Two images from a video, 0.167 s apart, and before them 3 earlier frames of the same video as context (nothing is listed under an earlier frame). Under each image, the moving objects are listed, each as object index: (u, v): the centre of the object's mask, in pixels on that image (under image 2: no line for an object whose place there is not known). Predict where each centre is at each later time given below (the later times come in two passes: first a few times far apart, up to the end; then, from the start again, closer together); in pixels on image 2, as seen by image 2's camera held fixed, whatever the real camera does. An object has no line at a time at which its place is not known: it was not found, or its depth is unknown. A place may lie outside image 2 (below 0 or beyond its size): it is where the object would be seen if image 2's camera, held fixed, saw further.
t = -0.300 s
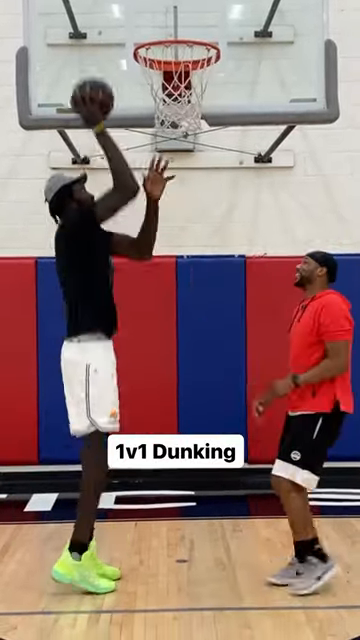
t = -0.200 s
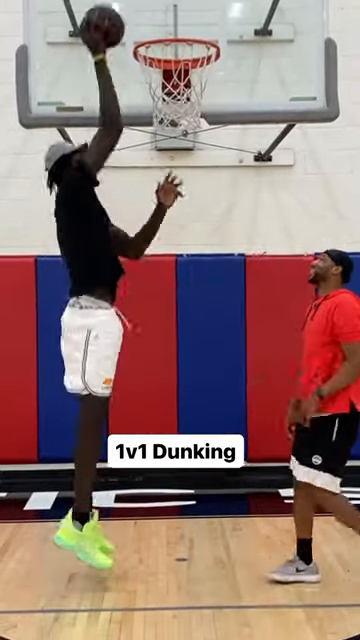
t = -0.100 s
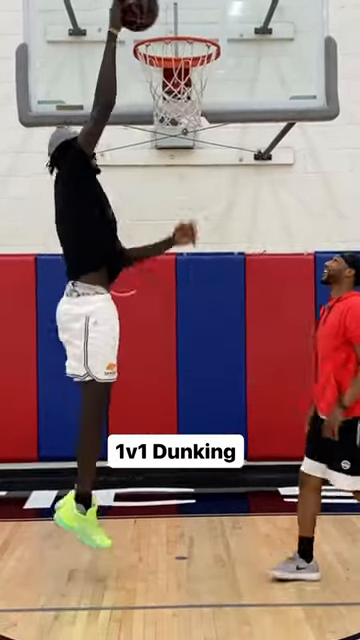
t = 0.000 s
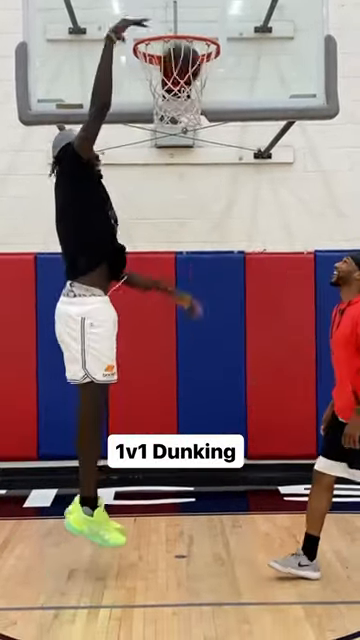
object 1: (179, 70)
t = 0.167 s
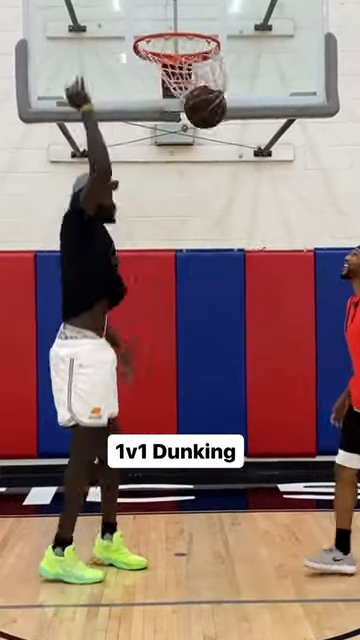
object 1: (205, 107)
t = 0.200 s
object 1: (204, 111)
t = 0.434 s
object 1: (201, 196)
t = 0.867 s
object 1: (196, 526)
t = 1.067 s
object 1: (176, 381)
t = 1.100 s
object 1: (172, 364)
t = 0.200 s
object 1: (204, 111)
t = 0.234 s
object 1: (204, 118)
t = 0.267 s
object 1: (204, 127)
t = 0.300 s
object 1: (203, 137)
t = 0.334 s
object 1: (203, 149)
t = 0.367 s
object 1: (202, 163)
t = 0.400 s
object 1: (202, 179)
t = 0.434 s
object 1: (201, 196)
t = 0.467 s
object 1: (201, 216)
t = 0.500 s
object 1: (200, 236)
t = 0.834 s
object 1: (199, 537)
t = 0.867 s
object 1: (196, 526)
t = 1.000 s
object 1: (183, 422)
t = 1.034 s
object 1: (179, 401)
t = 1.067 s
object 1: (176, 381)
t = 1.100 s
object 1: (172, 364)
